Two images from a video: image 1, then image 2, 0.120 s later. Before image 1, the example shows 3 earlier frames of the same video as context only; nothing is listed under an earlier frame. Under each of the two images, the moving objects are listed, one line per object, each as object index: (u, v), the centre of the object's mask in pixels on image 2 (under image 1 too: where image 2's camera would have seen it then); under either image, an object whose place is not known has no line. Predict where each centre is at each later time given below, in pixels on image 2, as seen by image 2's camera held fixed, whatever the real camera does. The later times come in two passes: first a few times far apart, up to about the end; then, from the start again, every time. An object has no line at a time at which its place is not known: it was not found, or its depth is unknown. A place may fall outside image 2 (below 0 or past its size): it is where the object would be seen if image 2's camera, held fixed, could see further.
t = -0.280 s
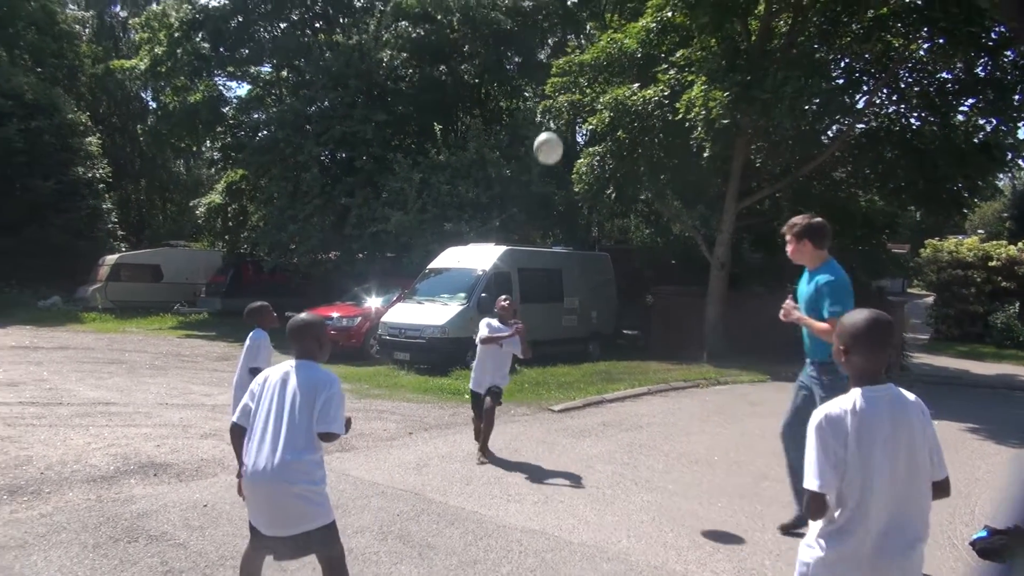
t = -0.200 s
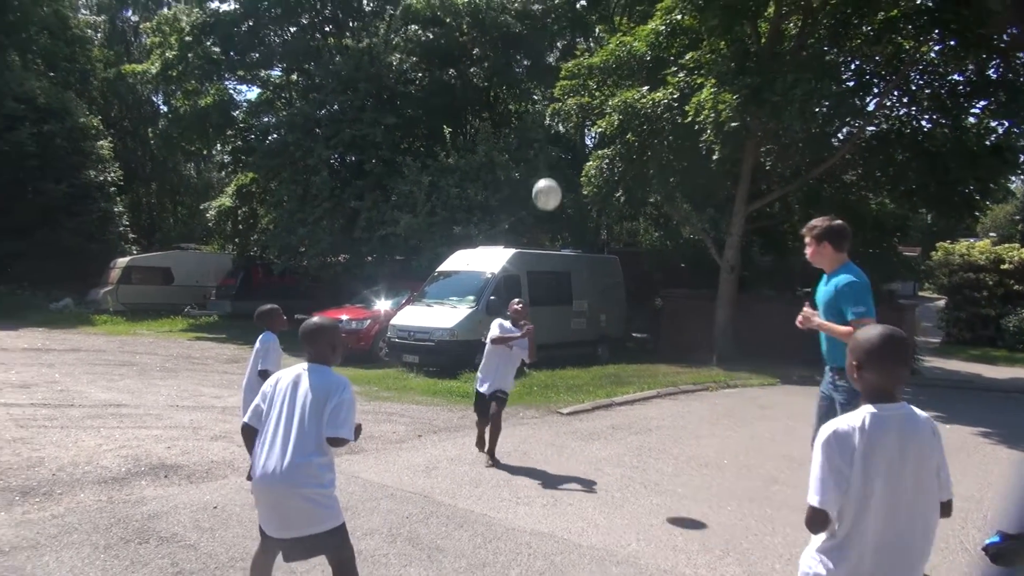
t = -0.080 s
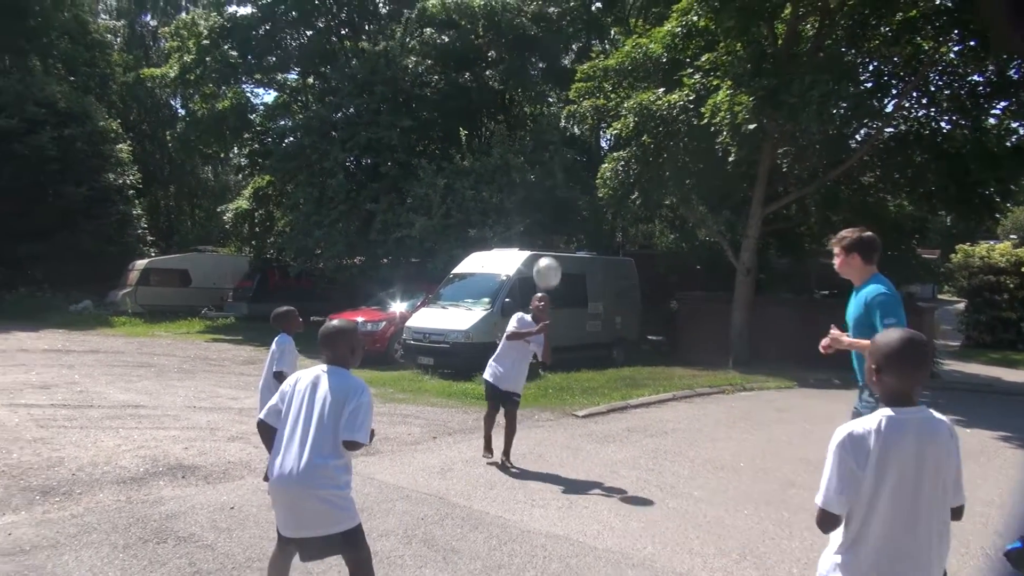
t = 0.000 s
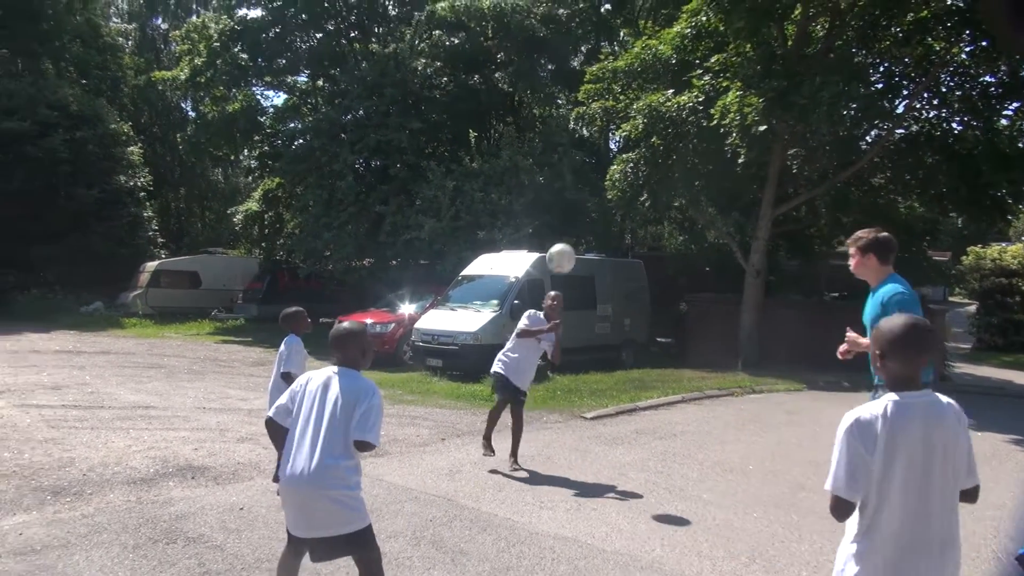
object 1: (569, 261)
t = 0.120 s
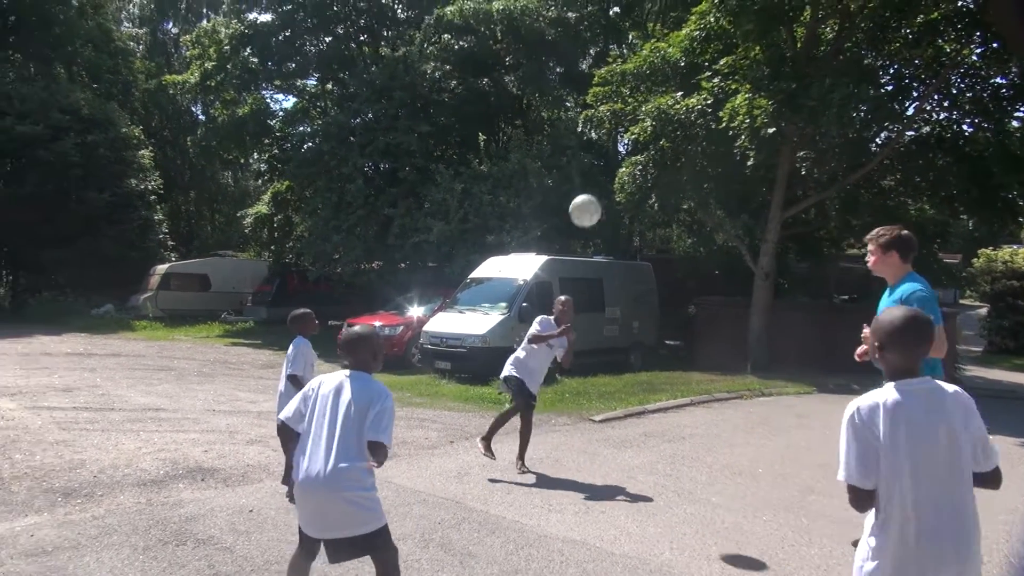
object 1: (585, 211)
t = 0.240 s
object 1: (603, 173)
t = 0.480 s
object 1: (651, 153)
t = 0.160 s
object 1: (591, 197)
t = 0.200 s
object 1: (597, 184)
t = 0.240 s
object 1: (603, 173)
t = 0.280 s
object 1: (610, 164)
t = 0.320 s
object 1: (617, 157)
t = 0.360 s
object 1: (625, 152)
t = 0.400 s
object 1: (633, 149)
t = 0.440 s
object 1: (641, 149)
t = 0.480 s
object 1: (651, 153)
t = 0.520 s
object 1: (660, 159)
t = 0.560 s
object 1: (670, 169)
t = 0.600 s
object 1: (681, 183)
